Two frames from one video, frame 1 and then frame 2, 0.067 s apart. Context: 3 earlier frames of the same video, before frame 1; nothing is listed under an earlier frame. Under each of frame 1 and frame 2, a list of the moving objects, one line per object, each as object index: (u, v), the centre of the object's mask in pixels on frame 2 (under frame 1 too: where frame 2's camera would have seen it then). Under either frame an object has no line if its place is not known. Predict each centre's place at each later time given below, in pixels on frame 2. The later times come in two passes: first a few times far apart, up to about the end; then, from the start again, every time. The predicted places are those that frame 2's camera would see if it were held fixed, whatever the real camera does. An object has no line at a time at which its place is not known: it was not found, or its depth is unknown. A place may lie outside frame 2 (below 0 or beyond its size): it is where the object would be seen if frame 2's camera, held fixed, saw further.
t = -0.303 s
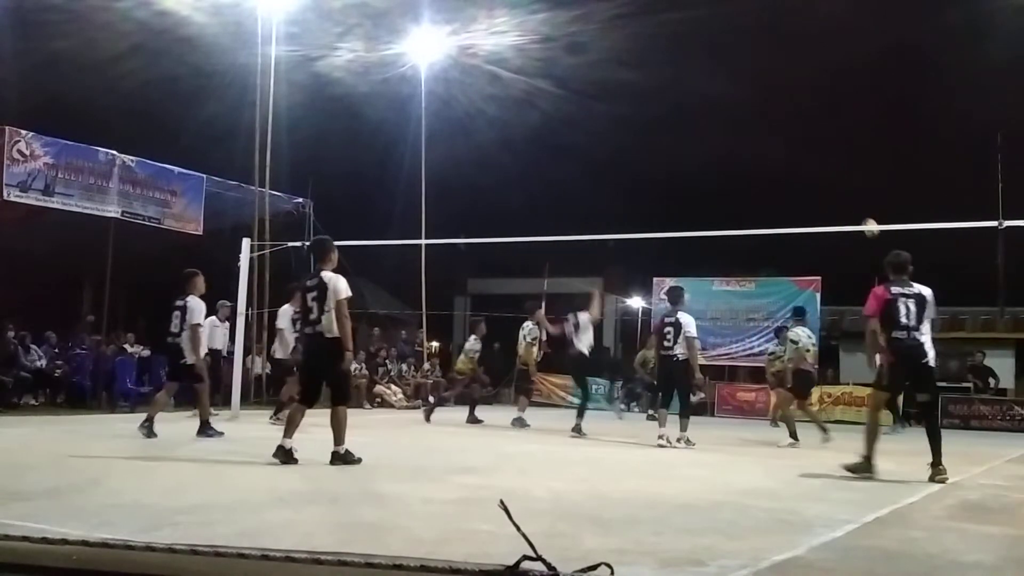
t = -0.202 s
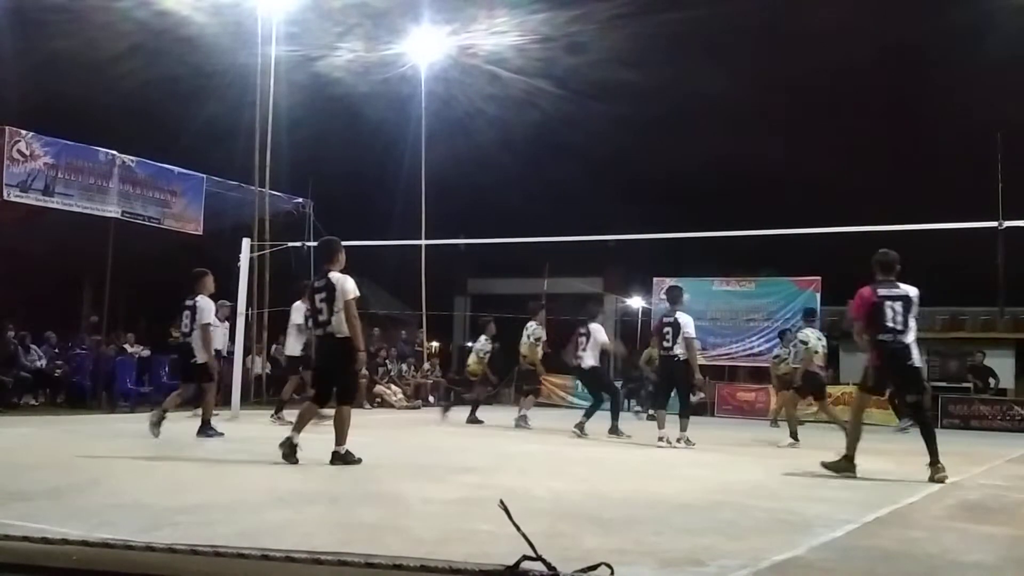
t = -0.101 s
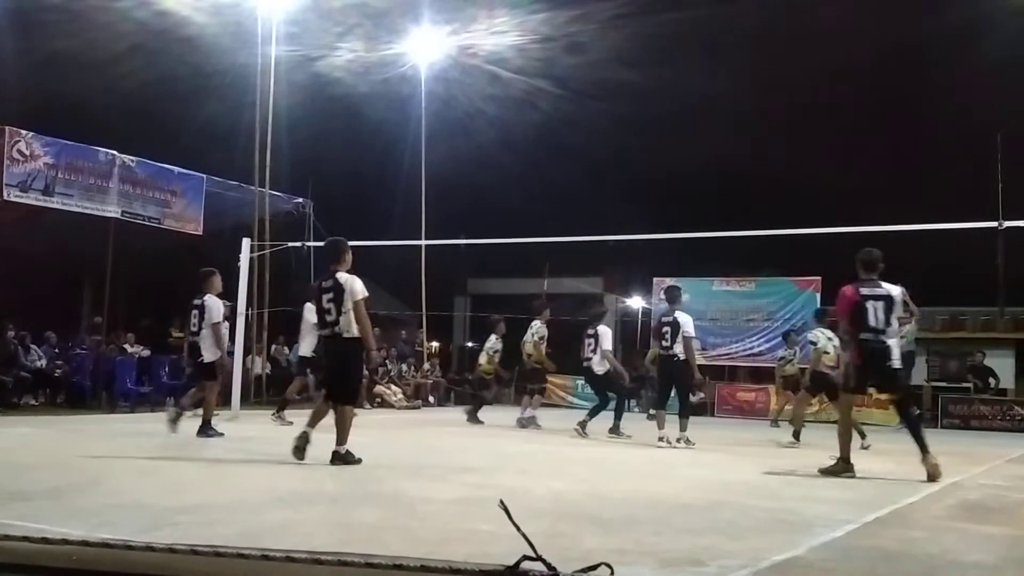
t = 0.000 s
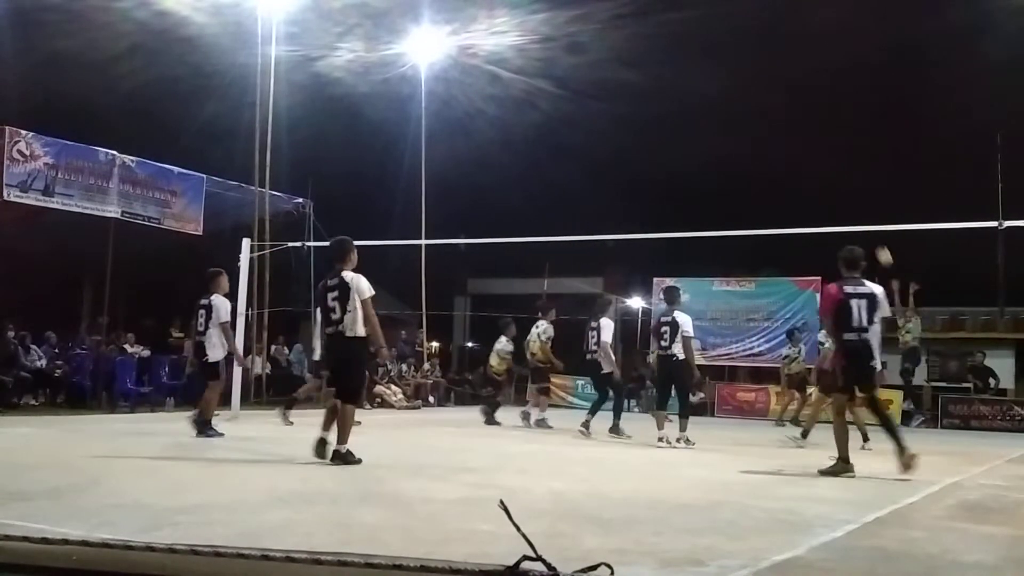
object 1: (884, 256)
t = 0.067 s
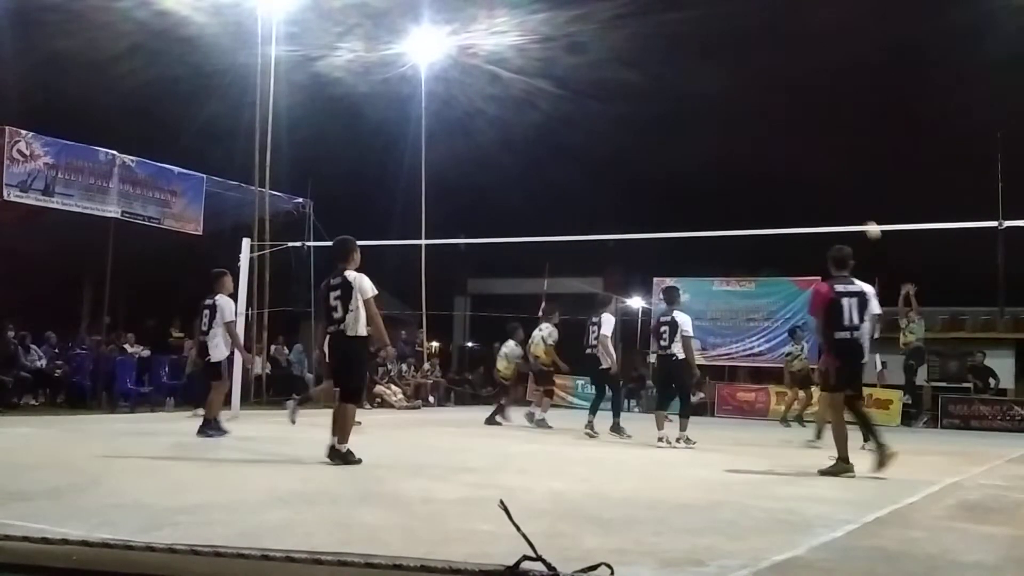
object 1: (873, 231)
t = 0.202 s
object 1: (848, 188)
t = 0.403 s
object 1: (813, 145)
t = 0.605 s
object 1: (778, 126)
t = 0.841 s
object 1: (736, 137)
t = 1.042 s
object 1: (700, 174)
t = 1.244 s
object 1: (663, 236)
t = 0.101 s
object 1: (866, 218)
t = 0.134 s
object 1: (860, 208)
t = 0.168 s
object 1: (854, 198)
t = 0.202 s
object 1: (848, 188)
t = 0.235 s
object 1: (842, 179)
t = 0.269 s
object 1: (836, 171)
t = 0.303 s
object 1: (831, 164)
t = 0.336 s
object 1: (825, 157)
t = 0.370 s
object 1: (819, 151)
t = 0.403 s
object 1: (813, 145)
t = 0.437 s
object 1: (808, 140)
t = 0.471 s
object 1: (802, 136)
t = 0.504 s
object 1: (796, 132)
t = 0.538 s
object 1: (790, 129)
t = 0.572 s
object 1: (784, 128)
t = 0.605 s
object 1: (778, 126)
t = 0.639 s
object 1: (772, 126)
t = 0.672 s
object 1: (766, 126)
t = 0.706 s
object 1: (760, 127)
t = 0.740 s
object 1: (754, 128)
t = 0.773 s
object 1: (748, 130)
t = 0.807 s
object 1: (742, 133)
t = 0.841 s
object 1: (736, 137)
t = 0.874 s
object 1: (730, 141)
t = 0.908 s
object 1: (724, 146)
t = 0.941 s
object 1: (718, 153)
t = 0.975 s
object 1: (712, 159)
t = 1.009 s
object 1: (706, 166)
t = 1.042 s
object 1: (700, 174)
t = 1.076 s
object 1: (693, 183)
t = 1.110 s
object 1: (687, 192)
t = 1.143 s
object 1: (681, 202)
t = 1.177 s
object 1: (675, 213)
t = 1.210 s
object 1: (669, 224)
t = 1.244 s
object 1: (663, 236)
